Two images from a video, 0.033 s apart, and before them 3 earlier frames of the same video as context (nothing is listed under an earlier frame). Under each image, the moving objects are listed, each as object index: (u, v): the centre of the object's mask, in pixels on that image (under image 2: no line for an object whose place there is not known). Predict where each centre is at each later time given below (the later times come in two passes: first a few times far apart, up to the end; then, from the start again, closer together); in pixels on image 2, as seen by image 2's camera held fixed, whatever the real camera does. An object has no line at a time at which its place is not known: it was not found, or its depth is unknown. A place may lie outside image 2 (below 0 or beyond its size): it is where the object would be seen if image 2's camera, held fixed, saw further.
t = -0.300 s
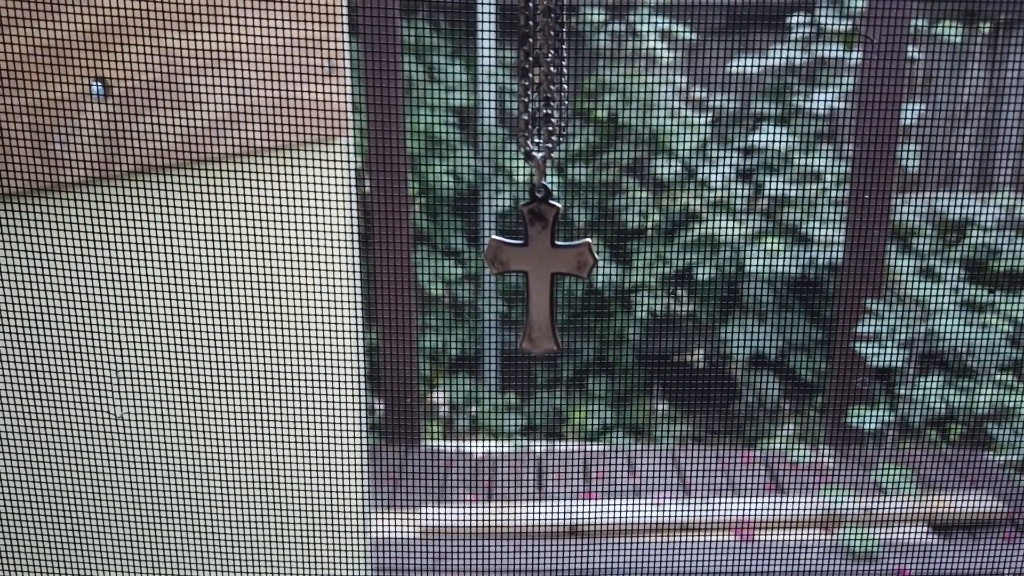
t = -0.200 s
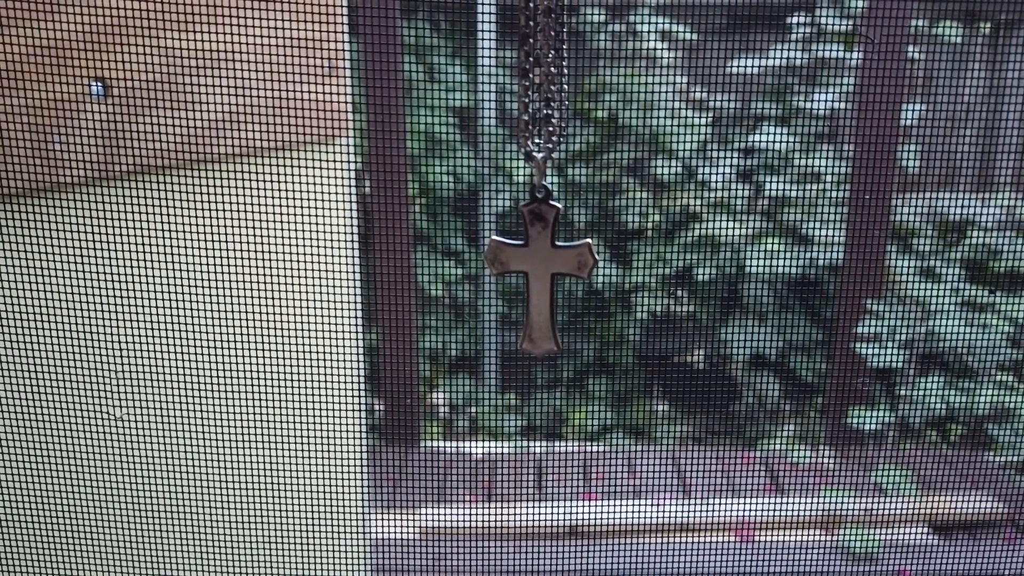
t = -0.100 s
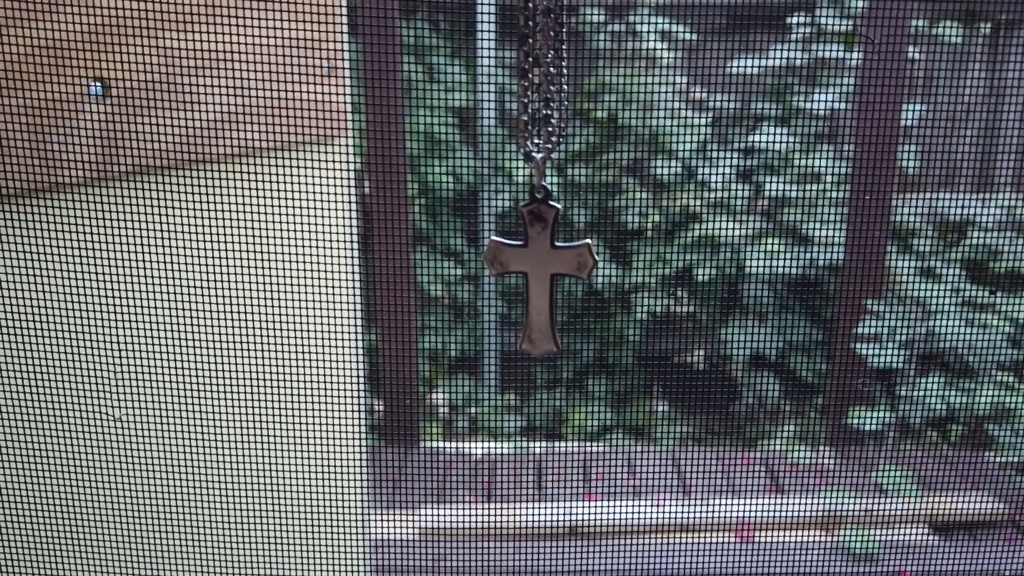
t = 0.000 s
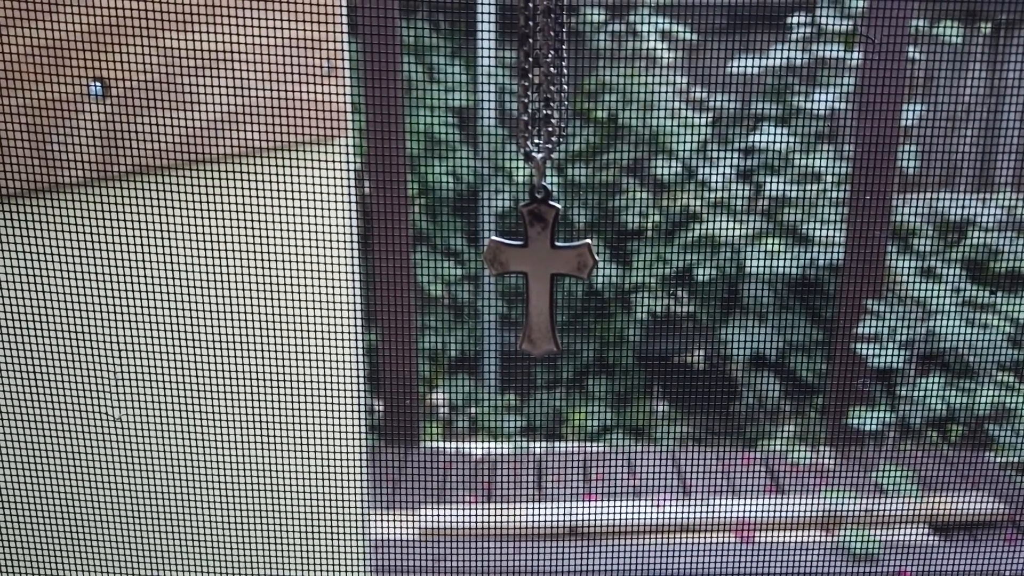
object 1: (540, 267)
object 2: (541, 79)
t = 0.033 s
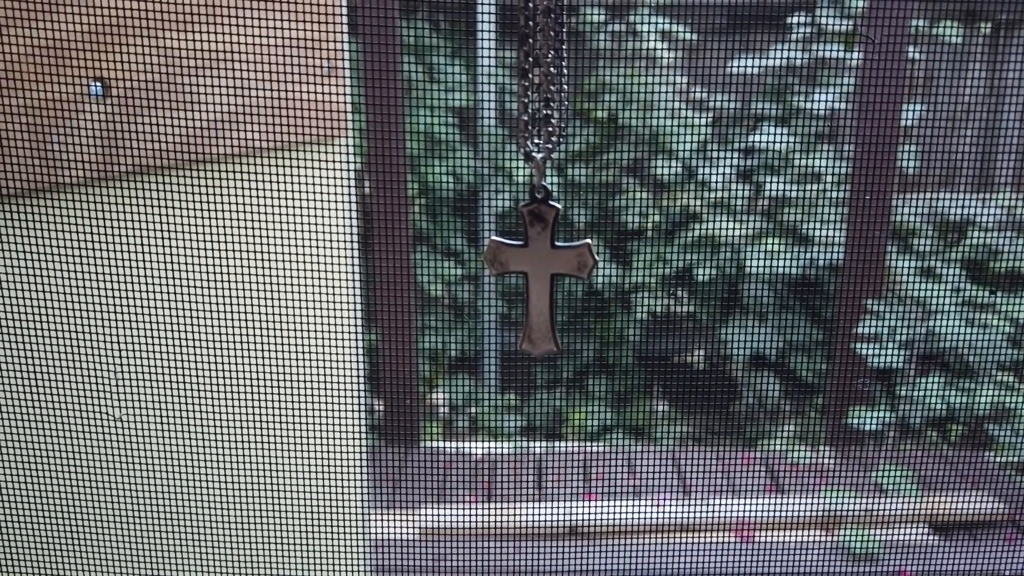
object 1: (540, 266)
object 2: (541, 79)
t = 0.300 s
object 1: (540, 268)
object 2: (541, 79)
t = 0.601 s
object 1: (539, 267)
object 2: (541, 79)
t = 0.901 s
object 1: (541, 267)
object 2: (542, 79)
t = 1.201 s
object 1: (540, 267)
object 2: (542, 79)
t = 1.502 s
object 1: (541, 267)
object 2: (542, 79)
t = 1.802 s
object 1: (543, 267)
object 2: (544, 79)
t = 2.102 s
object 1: (543, 267)
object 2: (544, 79)
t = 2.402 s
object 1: (542, 267)
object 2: (543, 79)
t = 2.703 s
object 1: (540, 266)
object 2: (542, 78)
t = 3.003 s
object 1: (538, 267)
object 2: (540, 79)
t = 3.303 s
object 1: (539, 267)
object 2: (540, 79)
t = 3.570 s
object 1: (540, 266)
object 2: (541, 80)
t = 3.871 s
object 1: (541, 268)
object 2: (542, 79)
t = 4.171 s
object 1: (552, 267)
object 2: (553, 80)
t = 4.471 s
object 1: (552, 266)
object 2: (553, 80)
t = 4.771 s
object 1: (555, 265)
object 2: (556, 80)
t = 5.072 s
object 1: (551, 266)
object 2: (553, 80)
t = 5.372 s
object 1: (549, 266)
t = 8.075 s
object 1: (542, 267)
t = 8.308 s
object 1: (539, 267)
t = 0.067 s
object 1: (540, 267)
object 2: (541, 79)
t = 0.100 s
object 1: (540, 267)
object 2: (541, 79)
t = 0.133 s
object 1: (540, 267)
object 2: (541, 79)
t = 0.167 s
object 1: (540, 268)
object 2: (542, 79)
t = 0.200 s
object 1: (540, 268)
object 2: (541, 79)
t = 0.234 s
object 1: (540, 267)
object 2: (541, 79)
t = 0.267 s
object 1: (540, 268)
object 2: (541, 79)
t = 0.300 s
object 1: (540, 268)
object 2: (541, 79)
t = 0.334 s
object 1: (540, 268)
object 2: (541, 79)
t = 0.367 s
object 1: (540, 267)
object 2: (541, 79)
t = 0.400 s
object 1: (540, 267)
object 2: (541, 79)
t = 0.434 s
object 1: (540, 267)
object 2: (541, 79)
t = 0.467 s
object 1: (540, 267)
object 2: (541, 79)
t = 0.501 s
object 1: (539, 267)
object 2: (541, 79)
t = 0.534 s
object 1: (540, 267)
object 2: (541, 79)
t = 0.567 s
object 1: (539, 267)
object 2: (541, 79)
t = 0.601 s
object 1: (539, 267)
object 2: (541, 79)
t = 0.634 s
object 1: (539, 266)
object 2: (541, 79)
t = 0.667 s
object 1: (539, 267)
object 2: (540, 78)
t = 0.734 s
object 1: (538, 267)
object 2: (540, 79)
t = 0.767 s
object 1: (538, 267)
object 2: (539, 79)
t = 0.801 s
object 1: (538, 267)
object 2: (539, 79)
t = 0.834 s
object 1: (538, 267)
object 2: (539, 79)
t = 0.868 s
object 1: (540, 267)
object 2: (541, 79)
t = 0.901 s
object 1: (541, 267)
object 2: (542, 79)
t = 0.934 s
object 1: (540, 267)
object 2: (541, 79)
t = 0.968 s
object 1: (540, 267)
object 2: (541, 79)
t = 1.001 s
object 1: (540, 267)
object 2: (541, 79)
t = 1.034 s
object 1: (541, 267)
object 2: (542, 79)
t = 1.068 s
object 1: (541, 267)
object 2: (542, 79)
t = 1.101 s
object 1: (541, 268)
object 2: (542, 79)
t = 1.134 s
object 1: (541, 267)
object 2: (542, 79)
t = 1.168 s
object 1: (540, 267)
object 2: (542, 79)
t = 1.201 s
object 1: (540, 267)
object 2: (542, 79)
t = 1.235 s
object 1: (540, 266)
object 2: (542, 79)
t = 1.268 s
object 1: (541, 267)
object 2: (542, 79)
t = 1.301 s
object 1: (541, 267)
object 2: (543, 79)
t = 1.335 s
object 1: (541, 267)
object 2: (542, 79)
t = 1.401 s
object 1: (541, 267)
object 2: (542, 79)
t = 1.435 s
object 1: (541, 267)
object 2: (542, 79)
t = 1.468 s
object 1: (541, 266)
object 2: (542, 79)
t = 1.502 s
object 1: (541, 267)
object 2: (542, 79)
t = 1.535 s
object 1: (540, 267)
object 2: (542, 79)
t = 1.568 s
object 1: (540, 267)
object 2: (541, 79)
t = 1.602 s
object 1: (540, 267)
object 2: (541, 79)
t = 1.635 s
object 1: (540, 266)
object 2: (541, 79)
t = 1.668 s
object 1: (540, 267)
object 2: (541, 79)
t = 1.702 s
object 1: (542, 267)
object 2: (543, 79)
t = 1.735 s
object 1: (542, 267)
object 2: (543, 79)
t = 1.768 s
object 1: (543, 267)
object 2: (544, 79)
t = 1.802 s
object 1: (543, 267)
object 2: (544, 79)
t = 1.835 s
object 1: (543, 267)
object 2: (544, 79)
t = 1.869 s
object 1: (542, 267)
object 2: (544, 79)
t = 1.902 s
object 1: (543, 267)
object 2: (544, 79)
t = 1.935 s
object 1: (543, 267)
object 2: (544, 79)
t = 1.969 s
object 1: (543, 267)
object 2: (544, 79)
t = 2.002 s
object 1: (543, 267)
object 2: (544, 79)
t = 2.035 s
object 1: (543, 267)
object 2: (544, 79)
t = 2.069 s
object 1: (543, 267)
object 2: (544, 79)
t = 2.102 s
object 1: (543, 267)
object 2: (544, 79)
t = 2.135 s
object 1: (543, 267)
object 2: (544, 79)
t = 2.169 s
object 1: (543, 267)
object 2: (544, 79)
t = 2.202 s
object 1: (543, 267)
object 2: (544, 79)
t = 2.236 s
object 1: (543, 266)
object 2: (544, 79)
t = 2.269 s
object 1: (543, 267)
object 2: (544, 79)
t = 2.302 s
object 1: (541, 266)
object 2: (542, 79)
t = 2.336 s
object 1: (542, 267)
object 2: (543, 79)
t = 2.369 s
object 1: (542, 266)
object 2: (543, 79)
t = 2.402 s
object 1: (542, 267)
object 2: (543, 79)
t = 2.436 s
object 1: (541, 266)
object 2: (543, 79)
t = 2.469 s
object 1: (541, 267)
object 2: (542, 79)
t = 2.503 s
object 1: (541, 267)
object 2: (542, 79)
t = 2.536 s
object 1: (541, 267)
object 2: (542, 79)
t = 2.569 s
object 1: (540, 266)
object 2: (542, 78)
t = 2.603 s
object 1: (540, 266)
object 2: (542, 78)
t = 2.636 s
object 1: (540, 266)
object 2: (542, 78)
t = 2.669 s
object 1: (540, 266)
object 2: (542, 78)
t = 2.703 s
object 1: (540, 266)
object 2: (542, 78)
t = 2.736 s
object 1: (540, 267)
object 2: (542, 78)
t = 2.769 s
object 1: (541, 267)
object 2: (542, 78)
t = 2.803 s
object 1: (539, 267)
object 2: (541, 78)
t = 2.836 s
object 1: (539, 266)
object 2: (541, 79)
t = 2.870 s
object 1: (539, 266)
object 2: (540, 79)
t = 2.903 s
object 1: (539, 267)
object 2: (540, 79)
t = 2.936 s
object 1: (538, 267)
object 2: (540, 79)
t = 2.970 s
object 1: (538, 267)
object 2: (540, 79)
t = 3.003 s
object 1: (538, 267)
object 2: (540, 79)
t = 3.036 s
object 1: (538, 267)
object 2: (540, 79)
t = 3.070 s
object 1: (538, 267)
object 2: (539, 79)
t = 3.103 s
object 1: (538, 267)
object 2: (540, 79)
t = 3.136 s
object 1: (538, 267)
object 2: (539, 79)
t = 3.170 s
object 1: (538, 267)
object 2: (539, 79)
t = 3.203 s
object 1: (538, 267)
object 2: (539, 79)
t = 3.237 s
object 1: (538, 267)
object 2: (539, 79)
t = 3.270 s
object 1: (538, 267)
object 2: (539, 79)
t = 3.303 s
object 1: (539, 267)
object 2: (540, 79)
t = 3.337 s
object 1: (540, 267)
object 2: (542, 79)
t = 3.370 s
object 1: (540, 267)
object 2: (541, 79)
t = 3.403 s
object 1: (540, 267)
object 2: (542, 79)
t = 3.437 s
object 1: (540, 267)
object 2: (541, 79)
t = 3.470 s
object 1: (541, 267)
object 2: (542, 79)
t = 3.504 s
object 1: (541, 267)
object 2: (542, 79)
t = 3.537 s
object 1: (541, 268)
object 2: (542, 79)
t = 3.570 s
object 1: (540, 266)
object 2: (541, 80)
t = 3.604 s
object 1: (540, 267)
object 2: (541, 79)
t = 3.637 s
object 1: (540, 267)
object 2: (541, 79)
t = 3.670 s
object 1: (540, 267)
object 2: (542, 79)
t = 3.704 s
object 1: (540, 267)
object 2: (542, 79)
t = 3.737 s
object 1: (542, 267)
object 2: (542, 79)
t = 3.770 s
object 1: (542, 268)
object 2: (543, 80)
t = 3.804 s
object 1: (542, 268)
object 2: (543, 79)
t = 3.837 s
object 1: (542, 268)
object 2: (543, 79)
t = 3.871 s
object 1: (541, 268)
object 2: (542, 79)
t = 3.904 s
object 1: (541, 267)
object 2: (542, 79)
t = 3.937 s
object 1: (541, 268)
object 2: (542, 79)
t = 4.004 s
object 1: (541, 268)
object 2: (542, 79)
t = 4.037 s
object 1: (541, 268)
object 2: (542, 79)
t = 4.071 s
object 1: (542, 268)
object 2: (543, 80)
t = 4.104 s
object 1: (544, 268)
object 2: (545, 80)
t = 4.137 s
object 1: (548, 267)
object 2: (548, 80)
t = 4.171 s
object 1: (552, 267)
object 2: (553, 80)
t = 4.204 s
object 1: (555, 267)
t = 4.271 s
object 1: (556, 266)
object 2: (557, 81)
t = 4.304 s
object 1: (555, 265)
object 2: (556, 80)
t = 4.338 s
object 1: (554, 265)
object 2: (555, 80)
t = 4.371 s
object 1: (554, 266)
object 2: (555, 81)
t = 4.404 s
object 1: (552, 265)
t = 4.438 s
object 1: (552, 266)
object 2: (553, 80)
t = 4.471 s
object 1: (552, 266)
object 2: (553, 80)
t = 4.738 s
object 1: (555, 265)
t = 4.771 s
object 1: (555, 265)
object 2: (556, 80)
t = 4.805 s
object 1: (555, 265)
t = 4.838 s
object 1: (554, 265)
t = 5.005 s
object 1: (553, 266)
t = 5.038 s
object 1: (552, 266)
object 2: (554, 80)
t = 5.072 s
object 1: (551, 266)
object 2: (553, 80)
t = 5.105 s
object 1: (551, 266)
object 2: (552, 81)
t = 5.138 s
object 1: (550, 266)
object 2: (551, 81)
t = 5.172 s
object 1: (550, 266)
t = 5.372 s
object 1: (549, 266)
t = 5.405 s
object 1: (548, 266)
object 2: (549, 80)
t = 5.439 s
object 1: (547, 266)
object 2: (548, 80)
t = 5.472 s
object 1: (546, 267)
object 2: (547, 80)
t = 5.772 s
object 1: (547, 266)
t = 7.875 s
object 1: (542, 267)
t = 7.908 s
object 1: (542, 267)
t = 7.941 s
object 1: (542, 267)
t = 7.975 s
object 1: (542, 267)
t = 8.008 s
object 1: (542, 267)
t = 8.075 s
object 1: (542, 267)
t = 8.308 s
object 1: (539, 267)
